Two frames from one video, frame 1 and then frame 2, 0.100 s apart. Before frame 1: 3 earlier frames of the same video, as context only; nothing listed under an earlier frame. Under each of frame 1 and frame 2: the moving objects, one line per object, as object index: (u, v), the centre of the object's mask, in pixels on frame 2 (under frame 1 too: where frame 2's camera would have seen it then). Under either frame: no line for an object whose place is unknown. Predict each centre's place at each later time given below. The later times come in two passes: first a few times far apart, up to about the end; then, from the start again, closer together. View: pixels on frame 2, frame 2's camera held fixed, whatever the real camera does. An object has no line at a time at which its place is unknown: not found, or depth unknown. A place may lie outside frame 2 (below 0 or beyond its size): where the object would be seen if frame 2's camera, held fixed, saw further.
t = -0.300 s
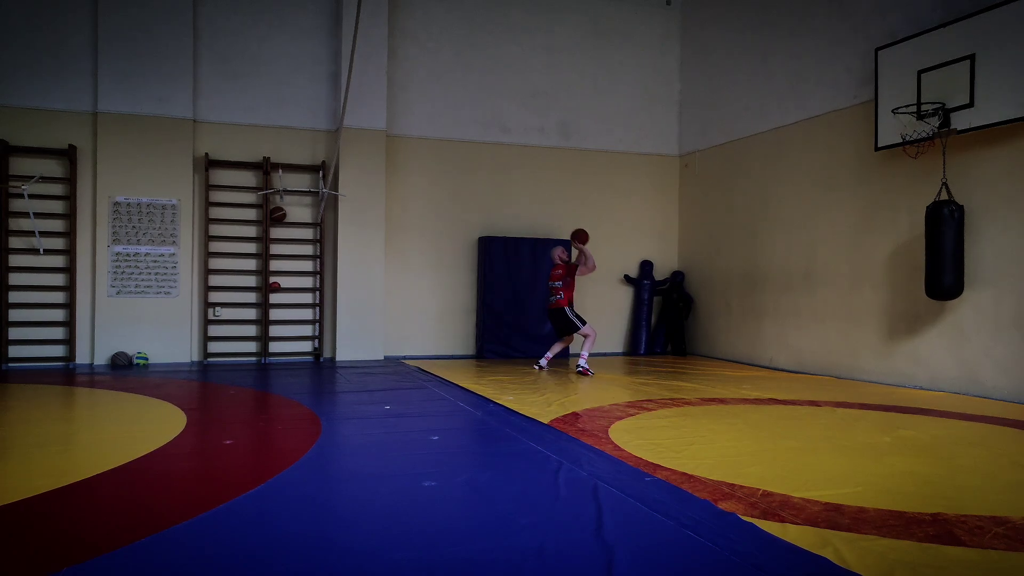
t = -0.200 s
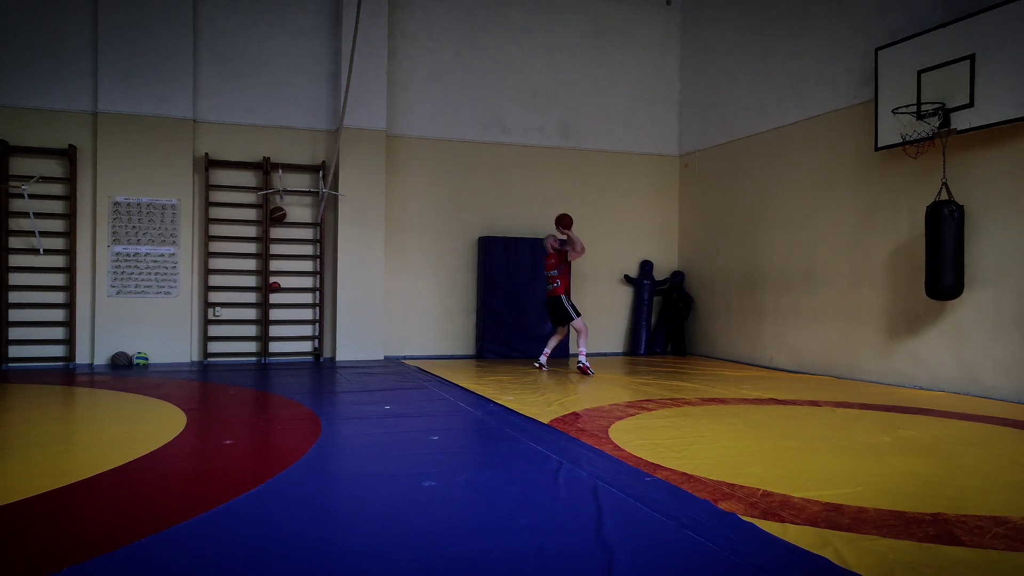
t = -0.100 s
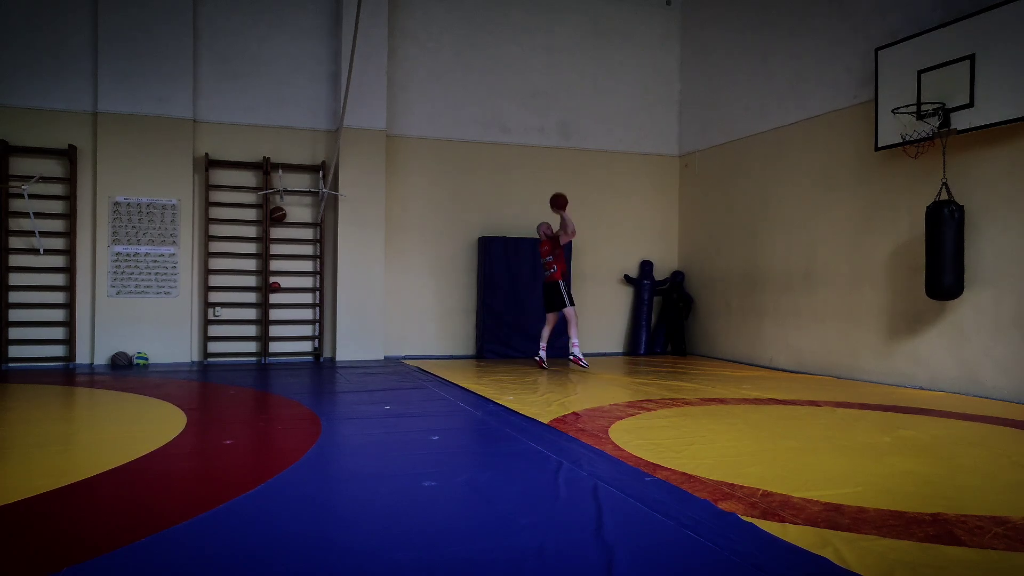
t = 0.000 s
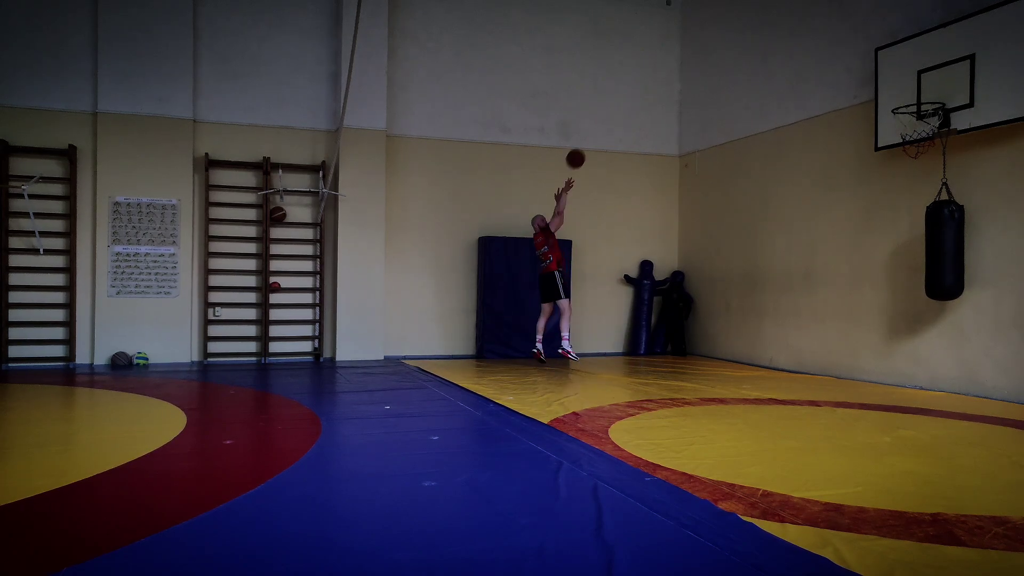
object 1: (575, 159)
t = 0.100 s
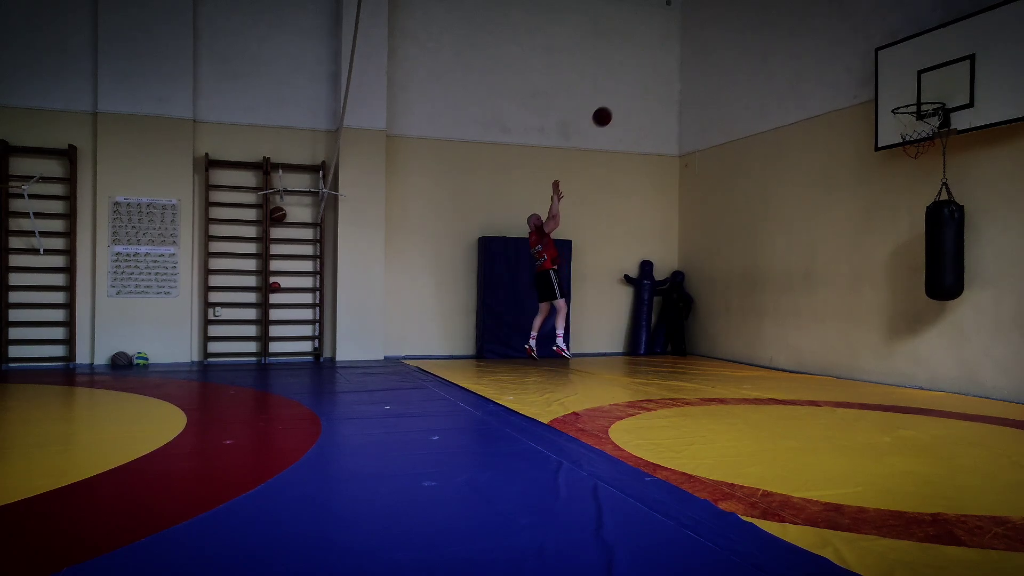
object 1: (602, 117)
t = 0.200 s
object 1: (630, 81)
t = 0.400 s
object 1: (687, 29)
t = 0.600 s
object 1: (749, 8)
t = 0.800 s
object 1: (816, 17)
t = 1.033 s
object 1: (901, 78)
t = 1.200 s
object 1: (919, 120)
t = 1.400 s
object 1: (899, 149)
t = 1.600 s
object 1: (903, 186)
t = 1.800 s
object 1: (906, 262)
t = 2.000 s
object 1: (908, 382)
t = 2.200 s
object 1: (924, 324)
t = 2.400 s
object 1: (943, 280)
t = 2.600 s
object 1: (962, 274)
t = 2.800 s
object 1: (978, 312)
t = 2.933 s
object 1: (990, 361)
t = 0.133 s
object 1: (611, 104)
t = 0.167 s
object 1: (620, 92)
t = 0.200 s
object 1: (630, 81)
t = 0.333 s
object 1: (668, 43)
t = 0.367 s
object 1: (677, 36)
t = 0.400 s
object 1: (687, 29)
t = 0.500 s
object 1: (718, 14)
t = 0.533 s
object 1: (728, 10)
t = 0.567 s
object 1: (738, 9)
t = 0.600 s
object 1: (749, 8)
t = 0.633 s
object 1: (759, 8)
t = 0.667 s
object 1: (770, 8)
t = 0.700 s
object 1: (781, 8)
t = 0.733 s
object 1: (793, 10)
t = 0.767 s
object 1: (804, 12)
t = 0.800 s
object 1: (816, 17)
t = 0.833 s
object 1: (828, 22)
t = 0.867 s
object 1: (839, 29)
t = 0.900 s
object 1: (851, 36)
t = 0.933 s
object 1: (864, 45)
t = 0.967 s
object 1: (875, 55)
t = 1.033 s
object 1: (901, 78)
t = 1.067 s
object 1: (914, 92)
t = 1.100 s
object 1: (922, 103)
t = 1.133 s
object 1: (926, 109)
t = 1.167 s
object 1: (925, 114)
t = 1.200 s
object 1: (919, 120)
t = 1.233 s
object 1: (912, 128)
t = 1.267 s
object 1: (908, 134)
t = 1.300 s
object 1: (904, 139)
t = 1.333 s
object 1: (900, 143)
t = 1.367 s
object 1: (899, 146)
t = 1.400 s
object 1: (899, 149)
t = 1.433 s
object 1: (900, 153)
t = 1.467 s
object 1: (901, 157)
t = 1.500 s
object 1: (901, 162)
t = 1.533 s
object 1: (902, 169)
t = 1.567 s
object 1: (903, 177)
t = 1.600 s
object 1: (903, 186)
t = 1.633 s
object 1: (904, 196)
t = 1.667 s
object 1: (904, 207)
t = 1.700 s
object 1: (905, 219)
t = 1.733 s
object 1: (906, 233)
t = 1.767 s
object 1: (906, 247)
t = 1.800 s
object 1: (906, 262)
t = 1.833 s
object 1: (907, 279)
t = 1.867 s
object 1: (907, 298)
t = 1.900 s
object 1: (908, 317)
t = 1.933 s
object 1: (908, 337)
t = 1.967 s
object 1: (908, 359)
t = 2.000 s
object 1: (908, 382)
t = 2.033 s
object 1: (910, 388)
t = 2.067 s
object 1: (913, 373)
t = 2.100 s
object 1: (916, 359)
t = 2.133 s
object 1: (919, 346)
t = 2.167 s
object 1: (922, 334)
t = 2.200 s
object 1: (924, 324)
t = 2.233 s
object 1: (927, 314)
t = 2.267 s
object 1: (931, 305)
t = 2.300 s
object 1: (933, 297)
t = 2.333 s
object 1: (937, 290)
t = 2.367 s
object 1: (941, 285)
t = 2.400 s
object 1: (943, 280)
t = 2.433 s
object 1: (946, 277)
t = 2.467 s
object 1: (949, 275)
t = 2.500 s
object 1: (952, 273)
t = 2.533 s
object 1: (955, 272)
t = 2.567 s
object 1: (958, 273)
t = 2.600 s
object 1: (962, 274)
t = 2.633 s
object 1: (965, 278)
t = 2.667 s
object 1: (968, 282)
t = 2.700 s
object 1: (970, 288)
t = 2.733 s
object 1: (973, 295)
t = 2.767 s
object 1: (975, 302)
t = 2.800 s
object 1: (978, 312)
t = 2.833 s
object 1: (981, 322)
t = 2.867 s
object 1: (984, 333)
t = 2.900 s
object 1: (987, 346)
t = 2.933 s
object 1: (990, 361)
